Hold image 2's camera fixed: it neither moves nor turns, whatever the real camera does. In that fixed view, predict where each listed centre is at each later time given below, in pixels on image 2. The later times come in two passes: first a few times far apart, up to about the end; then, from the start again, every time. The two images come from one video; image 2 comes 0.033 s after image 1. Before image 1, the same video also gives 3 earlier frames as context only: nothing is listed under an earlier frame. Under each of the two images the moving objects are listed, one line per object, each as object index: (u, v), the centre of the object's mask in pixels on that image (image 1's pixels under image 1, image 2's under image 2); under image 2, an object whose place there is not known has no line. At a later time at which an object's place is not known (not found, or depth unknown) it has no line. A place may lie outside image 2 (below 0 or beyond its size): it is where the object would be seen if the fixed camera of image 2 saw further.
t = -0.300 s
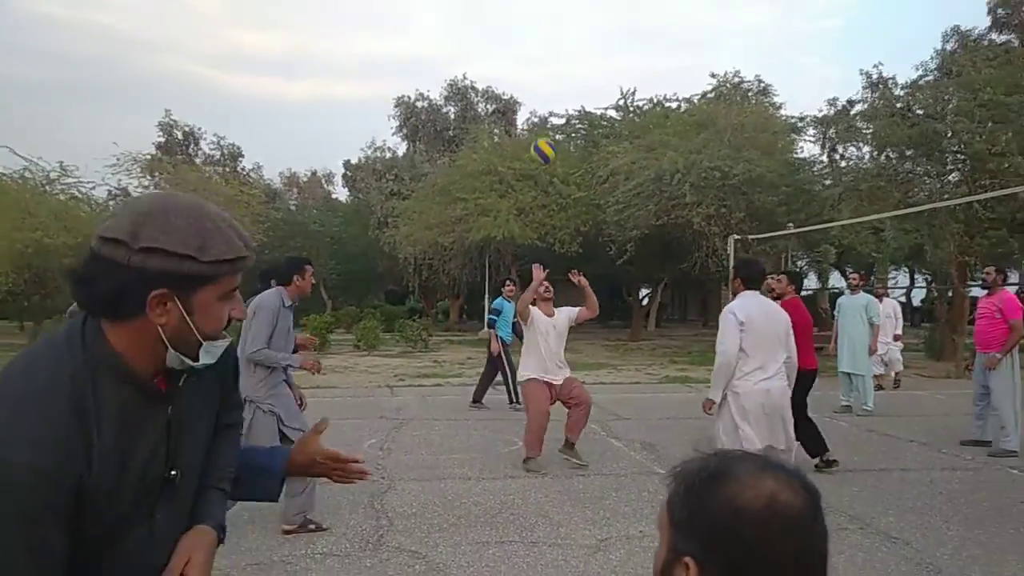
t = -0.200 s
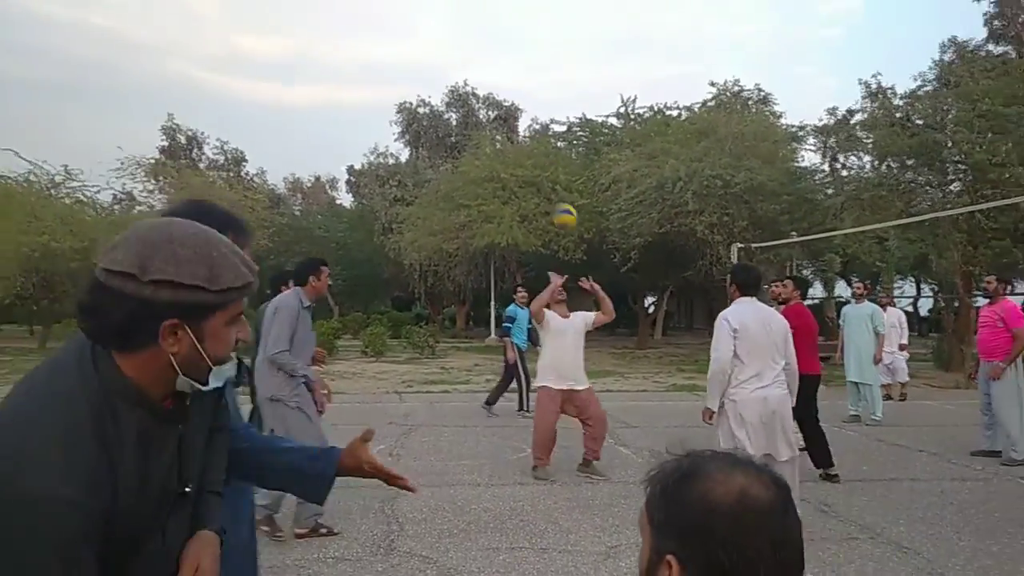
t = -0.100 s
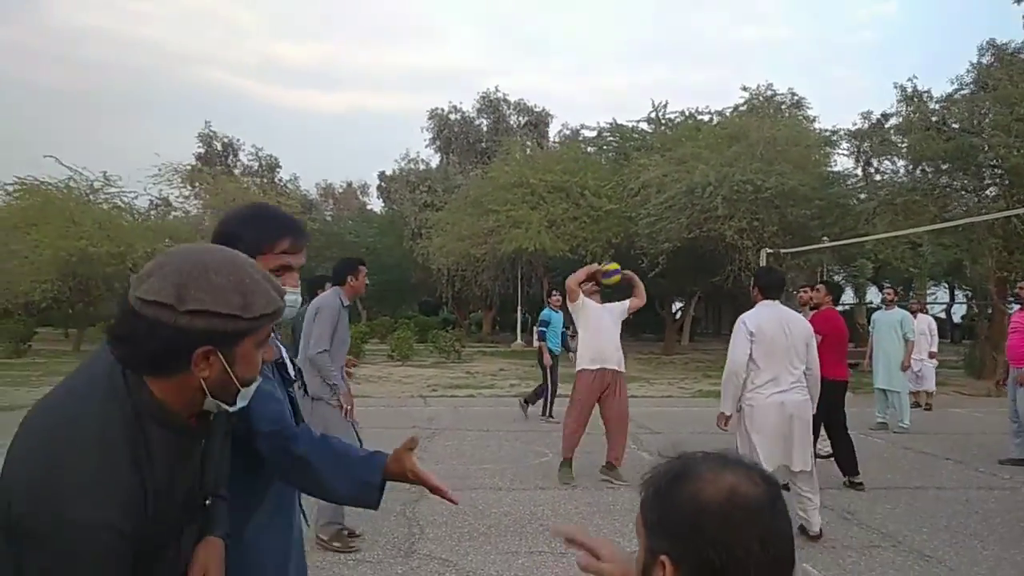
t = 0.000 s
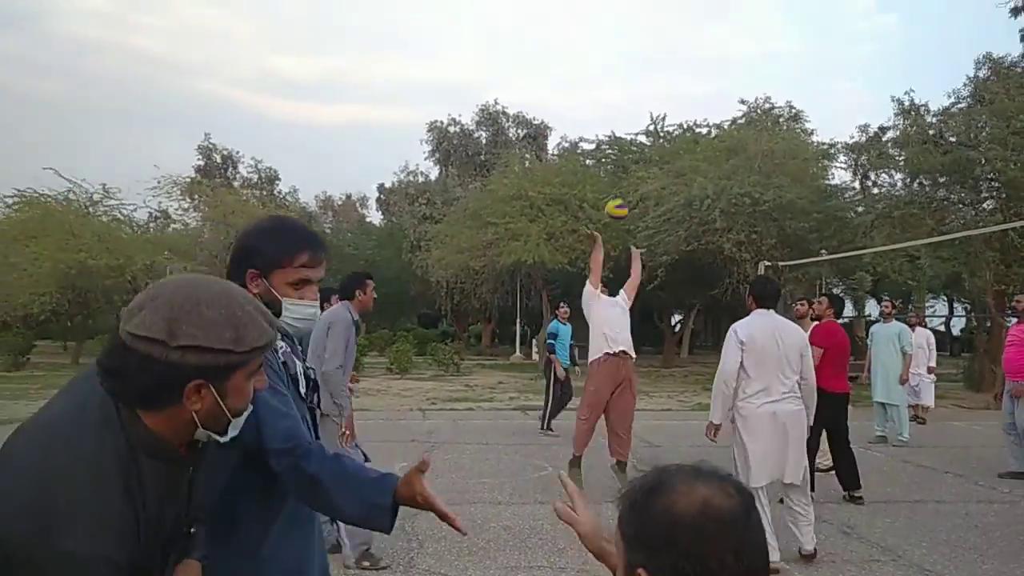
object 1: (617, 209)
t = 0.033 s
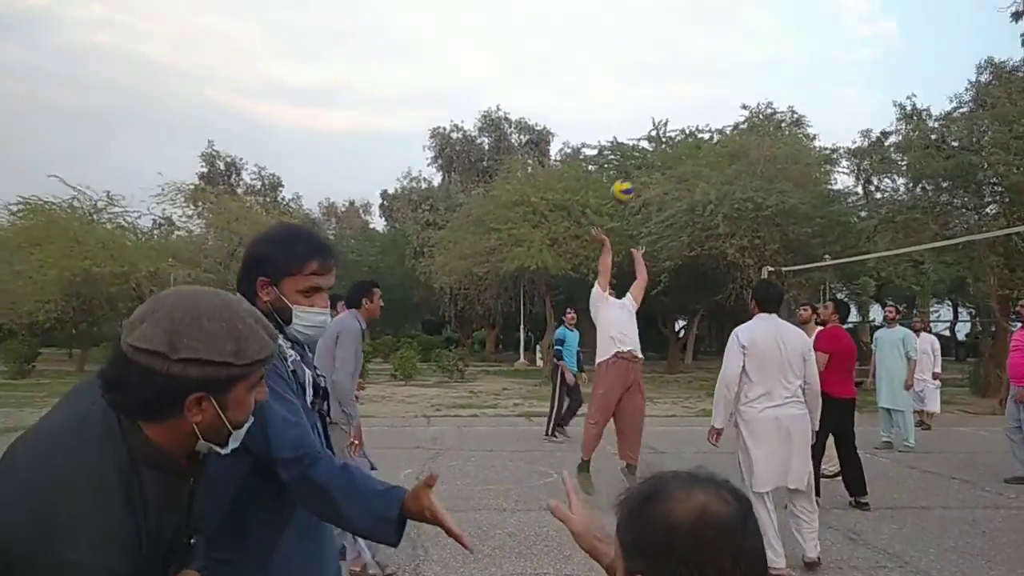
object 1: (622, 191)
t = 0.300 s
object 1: (646, 49)
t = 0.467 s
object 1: (662, 6)
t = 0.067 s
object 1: (625, 167)
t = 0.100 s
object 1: (627, 146)
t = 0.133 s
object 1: (630, 126)
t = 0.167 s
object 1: (633, 108)
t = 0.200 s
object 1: (636, 91)
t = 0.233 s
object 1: (639, 76)
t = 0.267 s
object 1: (643, 62)
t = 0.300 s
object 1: (646, 49)
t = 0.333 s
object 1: (650, 38)
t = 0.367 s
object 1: (653, 28)
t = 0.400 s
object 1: (655, 19)
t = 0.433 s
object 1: (659, 12)
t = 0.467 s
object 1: (662, 6)
